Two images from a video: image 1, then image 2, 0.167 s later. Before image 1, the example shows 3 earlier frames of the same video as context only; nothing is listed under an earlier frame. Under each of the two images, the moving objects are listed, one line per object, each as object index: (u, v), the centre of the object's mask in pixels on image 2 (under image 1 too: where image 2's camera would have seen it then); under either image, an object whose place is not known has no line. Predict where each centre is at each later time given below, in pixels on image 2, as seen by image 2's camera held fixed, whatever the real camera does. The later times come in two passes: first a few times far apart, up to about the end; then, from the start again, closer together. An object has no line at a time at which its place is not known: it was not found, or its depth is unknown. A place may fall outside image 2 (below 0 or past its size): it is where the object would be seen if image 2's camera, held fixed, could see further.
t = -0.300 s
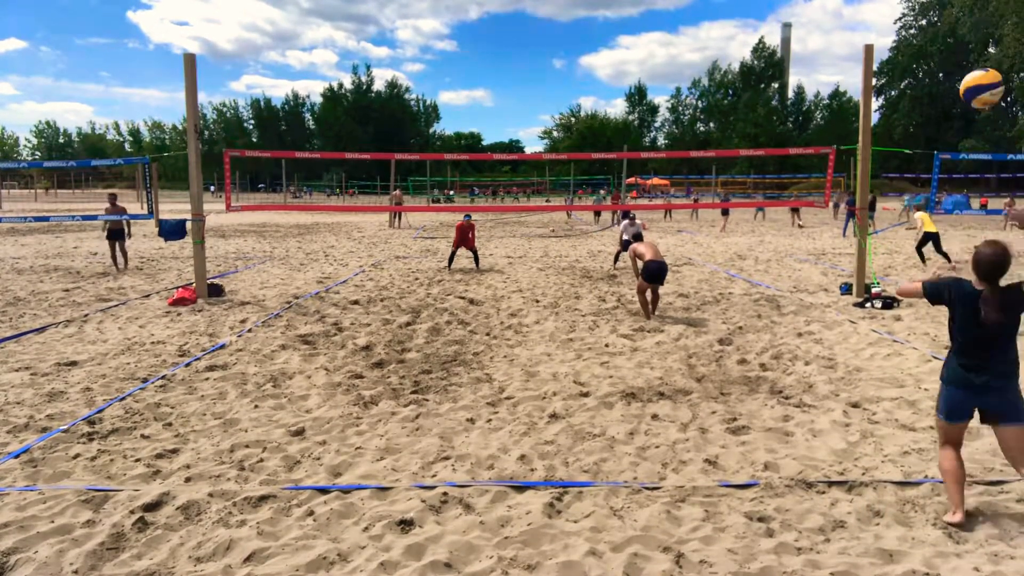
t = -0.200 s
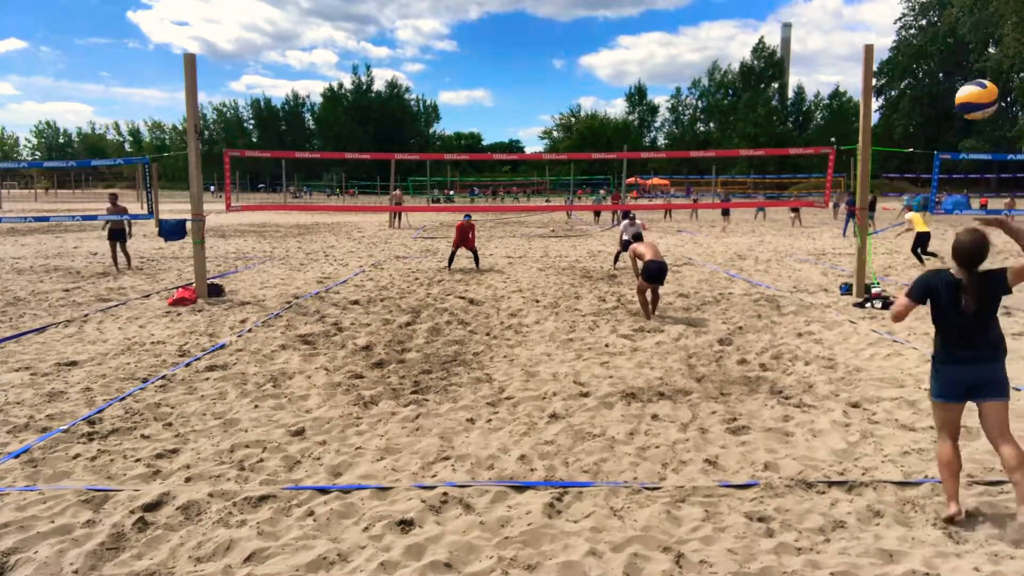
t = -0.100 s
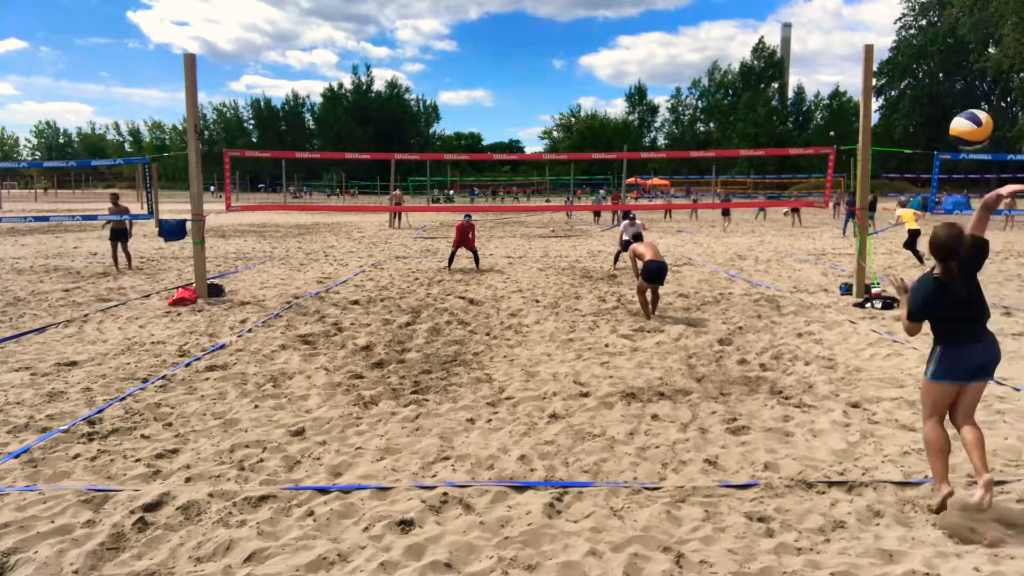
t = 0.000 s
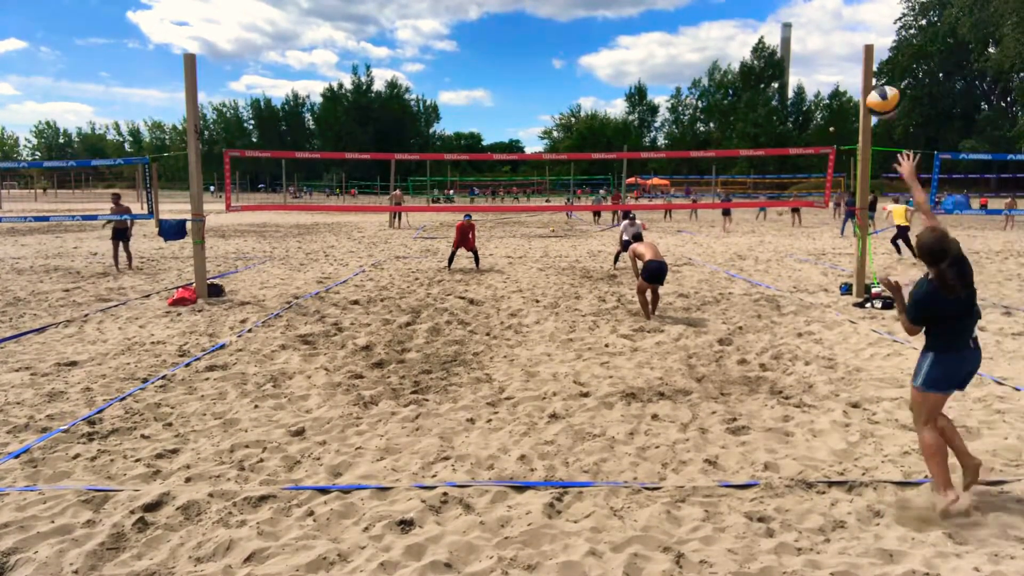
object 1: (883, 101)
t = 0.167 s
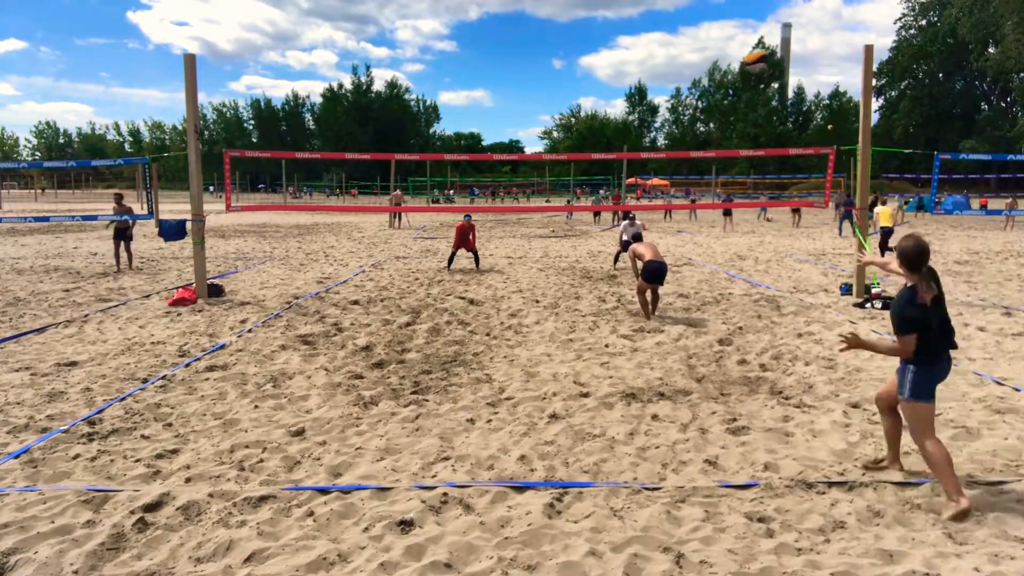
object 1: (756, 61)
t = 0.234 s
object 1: (725, 60)
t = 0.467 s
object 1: (654, 87)
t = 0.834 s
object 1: (605, 158)
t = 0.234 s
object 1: (725, 60)
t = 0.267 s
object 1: (713, 62)
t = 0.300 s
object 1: (700, 65)
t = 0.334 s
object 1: (689, 69)
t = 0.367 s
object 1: (680, 74)
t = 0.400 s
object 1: (670, 78)
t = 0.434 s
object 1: (662, 83)
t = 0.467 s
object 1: (654, 87)
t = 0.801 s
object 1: (607, 148)
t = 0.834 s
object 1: (605, 158)
